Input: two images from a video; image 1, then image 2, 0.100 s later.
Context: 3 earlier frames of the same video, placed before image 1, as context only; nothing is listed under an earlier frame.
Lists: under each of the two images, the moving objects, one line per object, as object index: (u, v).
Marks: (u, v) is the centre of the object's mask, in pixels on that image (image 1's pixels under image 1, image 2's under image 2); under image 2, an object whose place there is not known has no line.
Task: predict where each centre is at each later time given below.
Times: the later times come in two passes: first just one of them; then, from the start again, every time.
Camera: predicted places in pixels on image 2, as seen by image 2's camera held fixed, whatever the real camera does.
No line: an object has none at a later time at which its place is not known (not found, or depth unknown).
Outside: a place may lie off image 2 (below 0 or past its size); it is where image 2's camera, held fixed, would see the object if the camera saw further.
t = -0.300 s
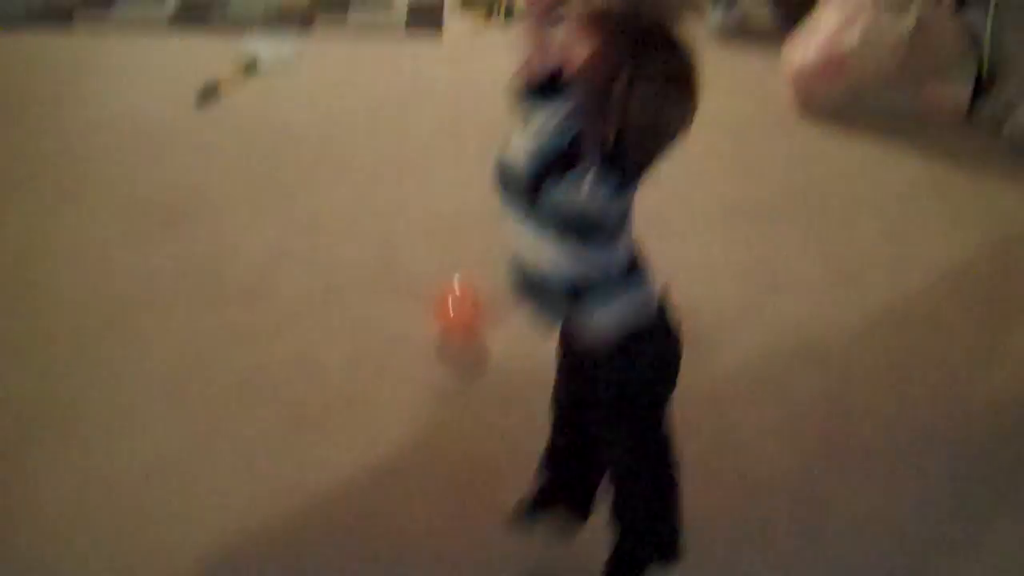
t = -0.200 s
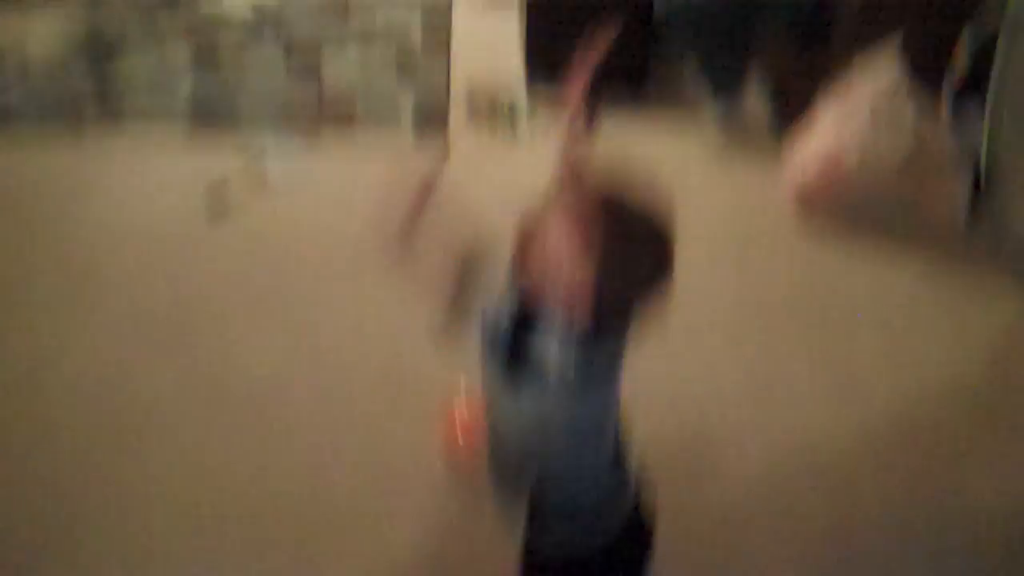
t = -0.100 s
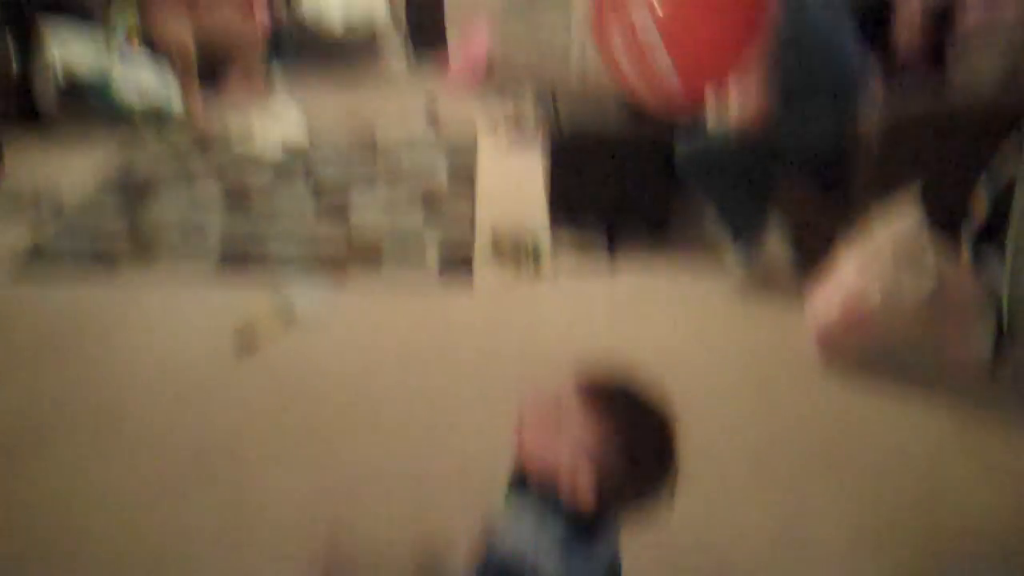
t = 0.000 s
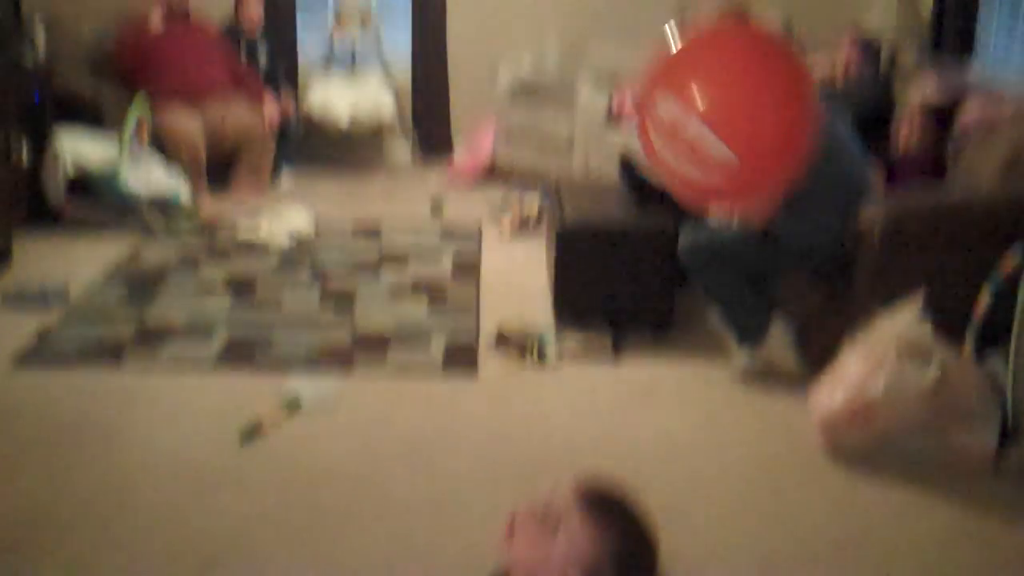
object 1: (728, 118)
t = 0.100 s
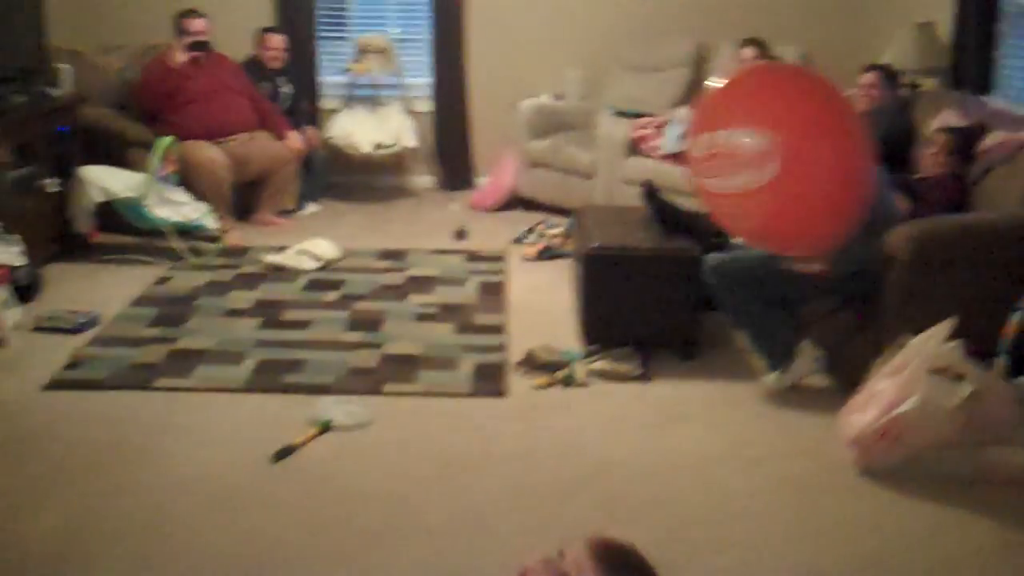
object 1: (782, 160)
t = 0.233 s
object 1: (813, 194)
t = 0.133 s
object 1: (791, 168)
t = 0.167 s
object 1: (798, 175)
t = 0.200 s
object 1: (805, 184)
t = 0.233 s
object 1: (813, 194)
